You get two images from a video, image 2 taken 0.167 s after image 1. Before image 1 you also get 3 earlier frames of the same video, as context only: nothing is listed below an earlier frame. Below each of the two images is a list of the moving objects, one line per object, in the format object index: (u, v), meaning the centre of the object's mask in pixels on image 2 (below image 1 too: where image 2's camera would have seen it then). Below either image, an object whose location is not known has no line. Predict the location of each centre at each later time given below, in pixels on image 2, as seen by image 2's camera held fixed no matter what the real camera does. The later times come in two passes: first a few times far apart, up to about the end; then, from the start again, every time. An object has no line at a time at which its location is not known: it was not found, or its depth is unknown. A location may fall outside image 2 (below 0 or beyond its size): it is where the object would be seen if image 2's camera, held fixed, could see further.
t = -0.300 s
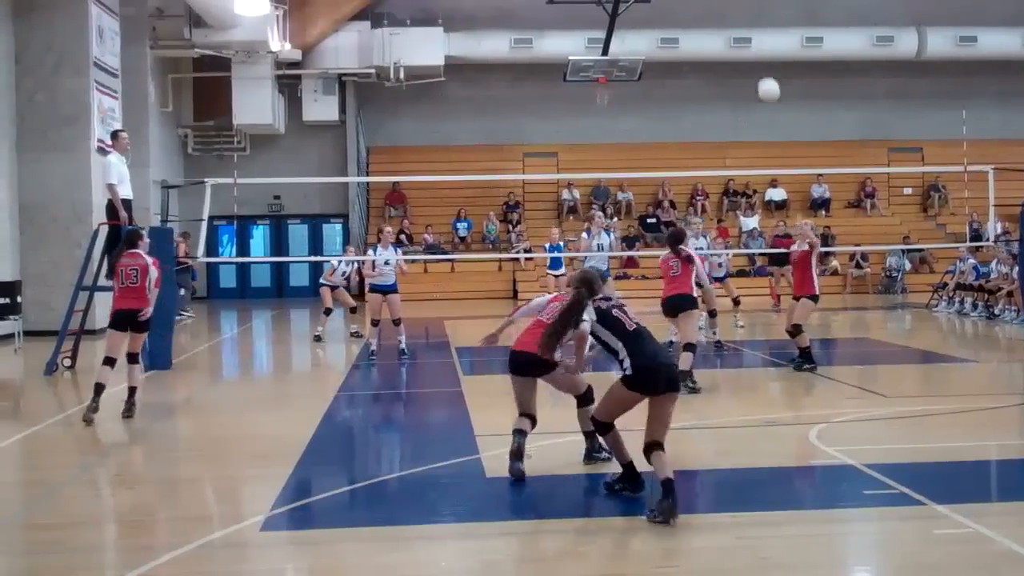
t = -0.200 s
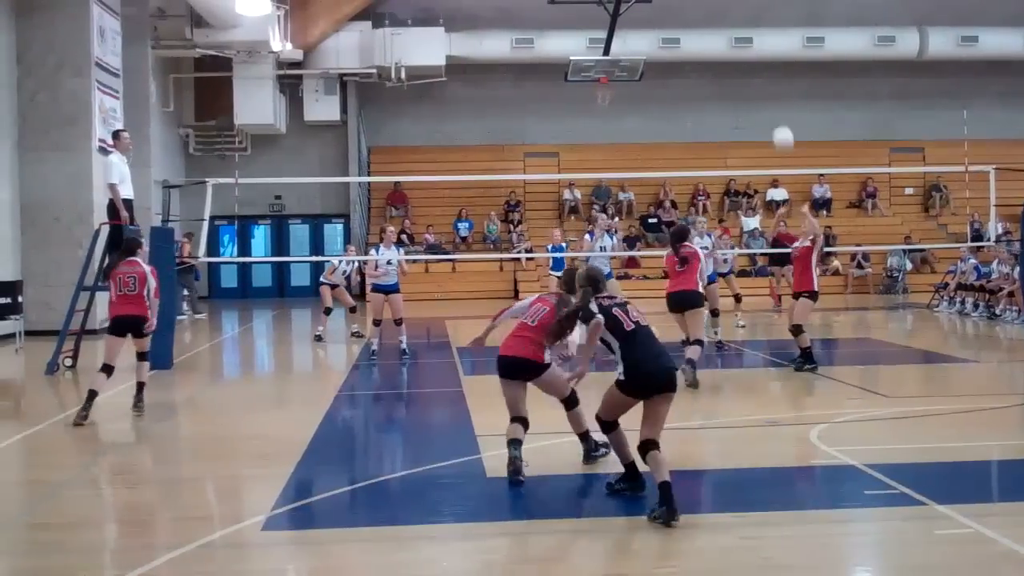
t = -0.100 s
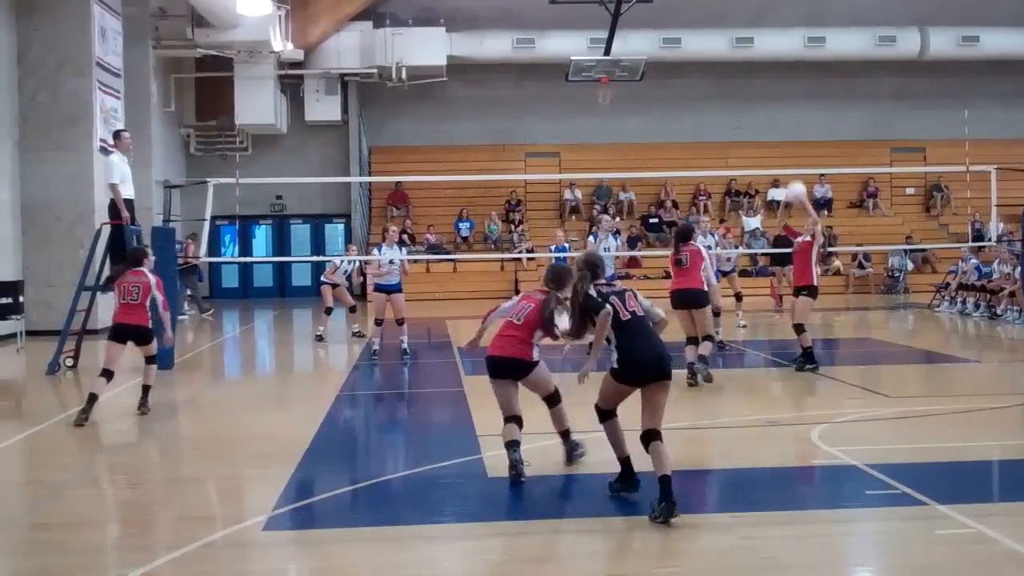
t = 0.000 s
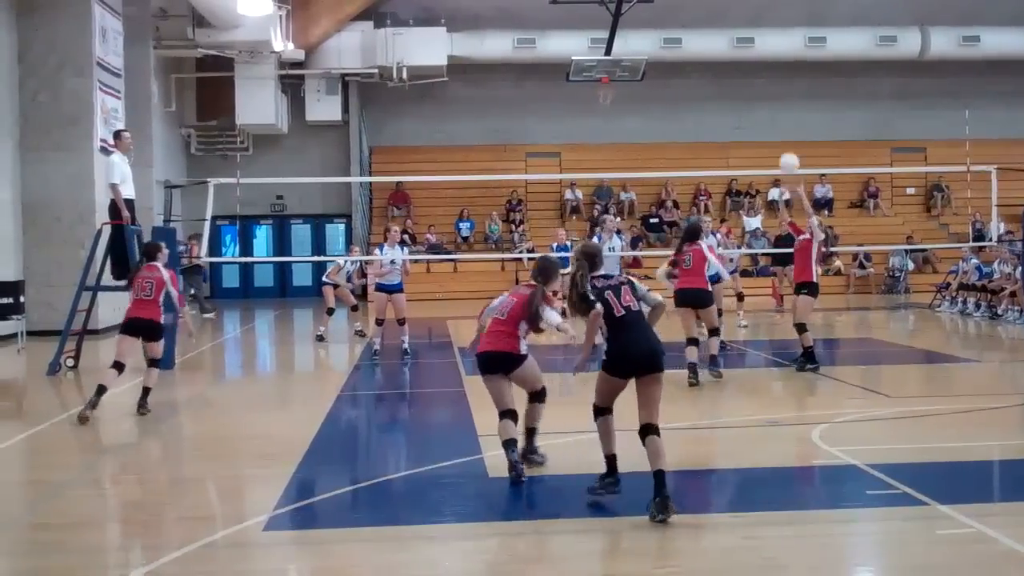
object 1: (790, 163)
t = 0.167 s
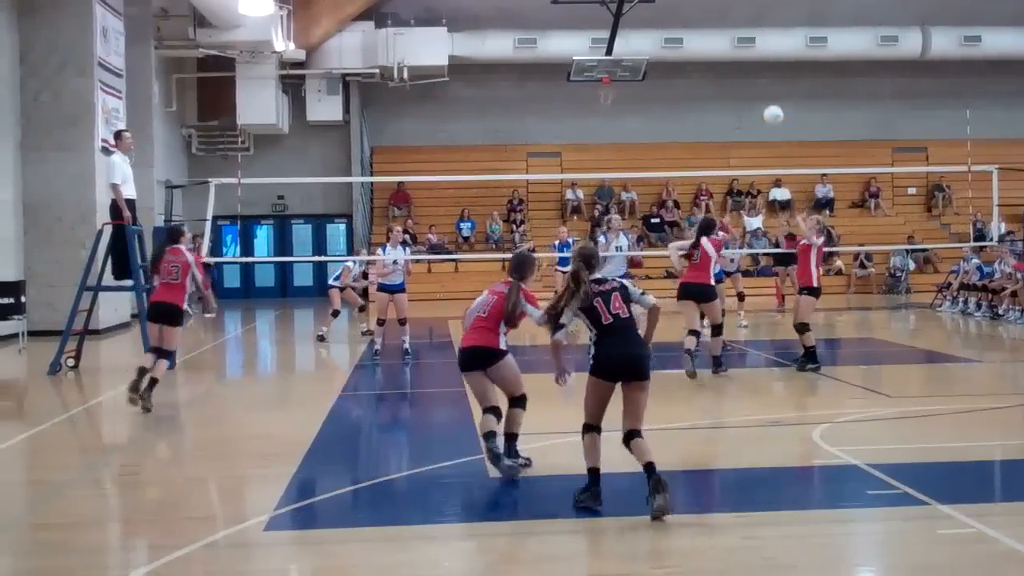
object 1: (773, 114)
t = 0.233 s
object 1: (767, 102)
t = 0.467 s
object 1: (746, 92)
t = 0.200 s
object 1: (770, 108)
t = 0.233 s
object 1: (767, 102)
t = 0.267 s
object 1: (764, 98)
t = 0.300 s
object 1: (761, 95)
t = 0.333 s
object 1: (758, 92)
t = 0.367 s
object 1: (755, 91)
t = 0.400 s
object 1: (752, 91)
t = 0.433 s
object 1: (749, 91)
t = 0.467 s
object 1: (746, 92)
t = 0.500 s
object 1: (743, 94)
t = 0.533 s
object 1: (740, 98)
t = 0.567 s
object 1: (737, 102)
